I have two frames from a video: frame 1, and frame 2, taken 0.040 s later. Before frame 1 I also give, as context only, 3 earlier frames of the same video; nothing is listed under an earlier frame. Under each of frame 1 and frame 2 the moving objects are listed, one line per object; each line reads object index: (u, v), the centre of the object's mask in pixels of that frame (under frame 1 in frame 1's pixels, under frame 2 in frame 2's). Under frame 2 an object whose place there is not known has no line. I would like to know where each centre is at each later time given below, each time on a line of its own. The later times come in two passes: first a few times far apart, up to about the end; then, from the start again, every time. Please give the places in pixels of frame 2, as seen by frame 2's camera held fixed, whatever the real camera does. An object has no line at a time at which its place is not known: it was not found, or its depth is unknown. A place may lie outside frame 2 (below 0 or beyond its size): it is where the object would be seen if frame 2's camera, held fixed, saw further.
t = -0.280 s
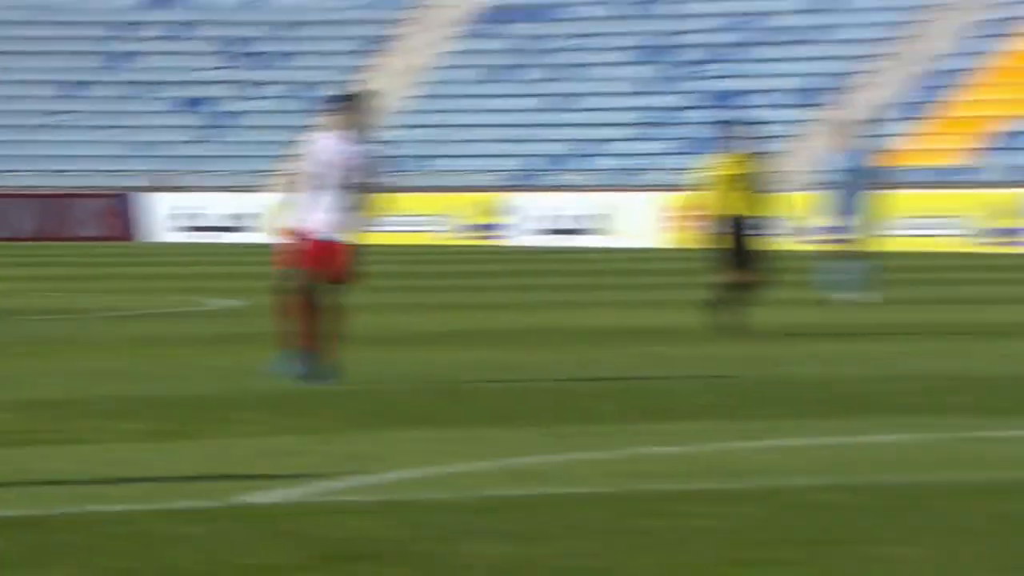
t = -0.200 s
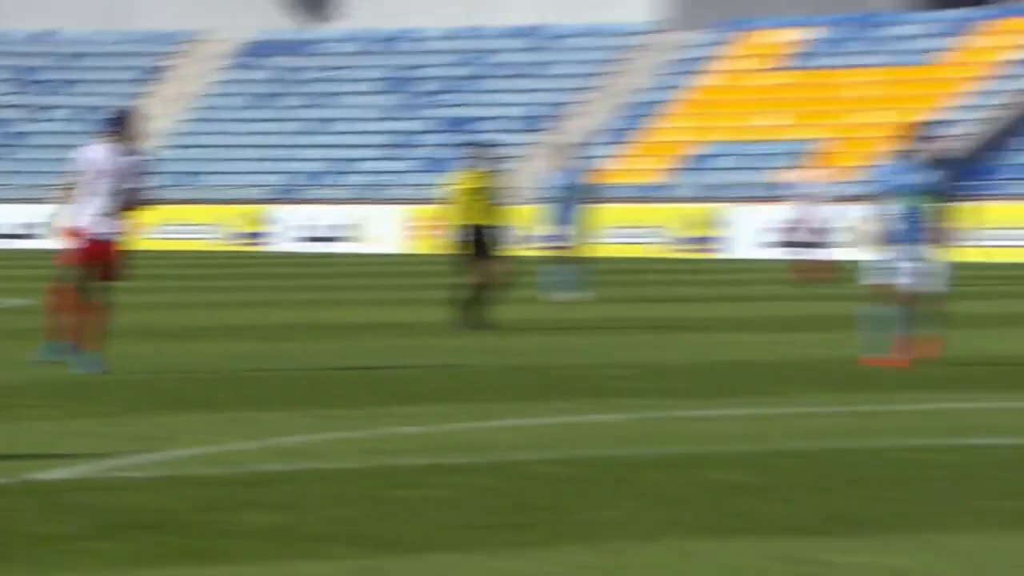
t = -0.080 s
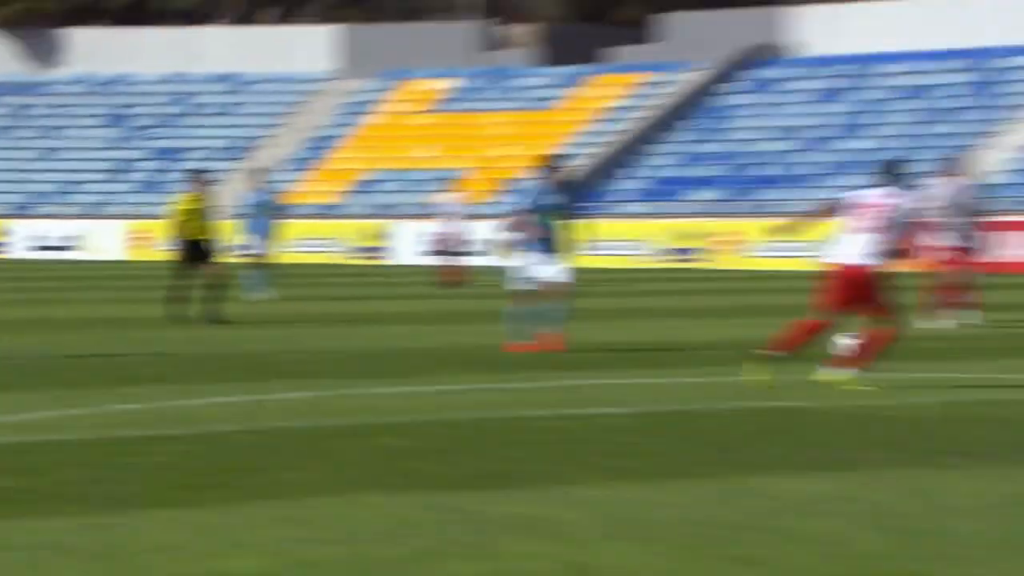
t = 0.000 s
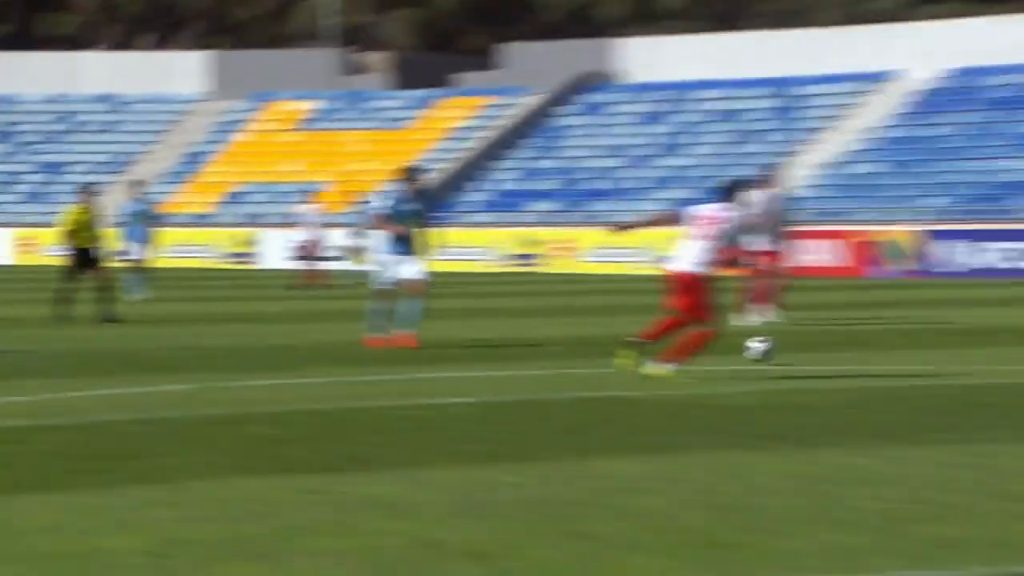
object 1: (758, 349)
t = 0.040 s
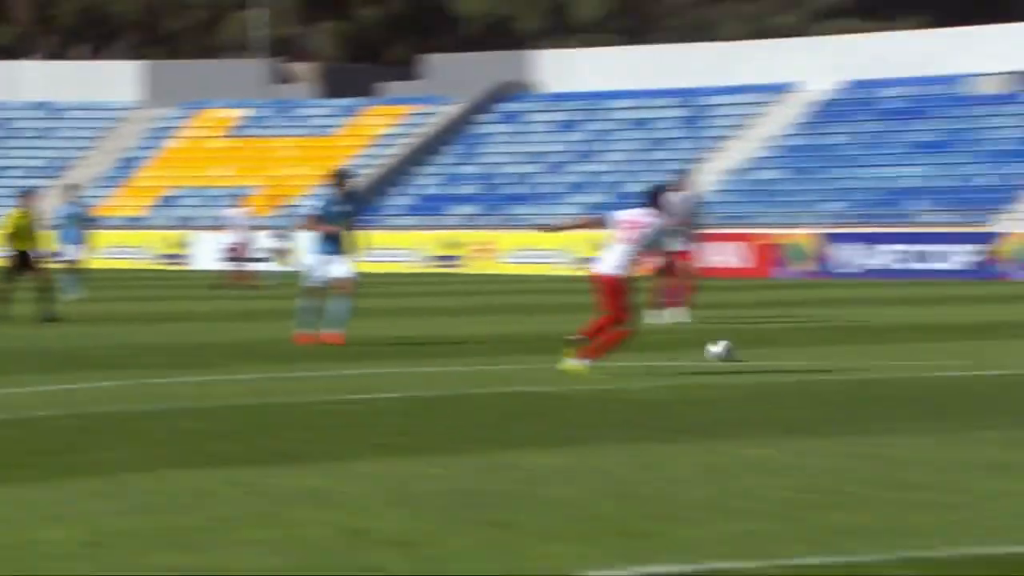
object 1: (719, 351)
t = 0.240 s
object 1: (940, 347)
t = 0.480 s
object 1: (1203, 348)
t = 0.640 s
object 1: (1358, 354)
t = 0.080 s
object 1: (766, 350)
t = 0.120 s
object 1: (812, 347)
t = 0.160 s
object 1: (844, 346)
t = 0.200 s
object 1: (892, 346)
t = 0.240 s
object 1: (940, 347)
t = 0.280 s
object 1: (988, 349)
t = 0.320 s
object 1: (1037, 352)
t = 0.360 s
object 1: (1069, 354)
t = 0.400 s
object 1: (1113, 352)
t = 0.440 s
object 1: (1157, 350)
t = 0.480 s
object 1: (1203, 348)
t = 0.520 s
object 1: (1233, 348)
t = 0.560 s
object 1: (1280, 348)
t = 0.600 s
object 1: (1327, 351)
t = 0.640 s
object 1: (1358, 354)
